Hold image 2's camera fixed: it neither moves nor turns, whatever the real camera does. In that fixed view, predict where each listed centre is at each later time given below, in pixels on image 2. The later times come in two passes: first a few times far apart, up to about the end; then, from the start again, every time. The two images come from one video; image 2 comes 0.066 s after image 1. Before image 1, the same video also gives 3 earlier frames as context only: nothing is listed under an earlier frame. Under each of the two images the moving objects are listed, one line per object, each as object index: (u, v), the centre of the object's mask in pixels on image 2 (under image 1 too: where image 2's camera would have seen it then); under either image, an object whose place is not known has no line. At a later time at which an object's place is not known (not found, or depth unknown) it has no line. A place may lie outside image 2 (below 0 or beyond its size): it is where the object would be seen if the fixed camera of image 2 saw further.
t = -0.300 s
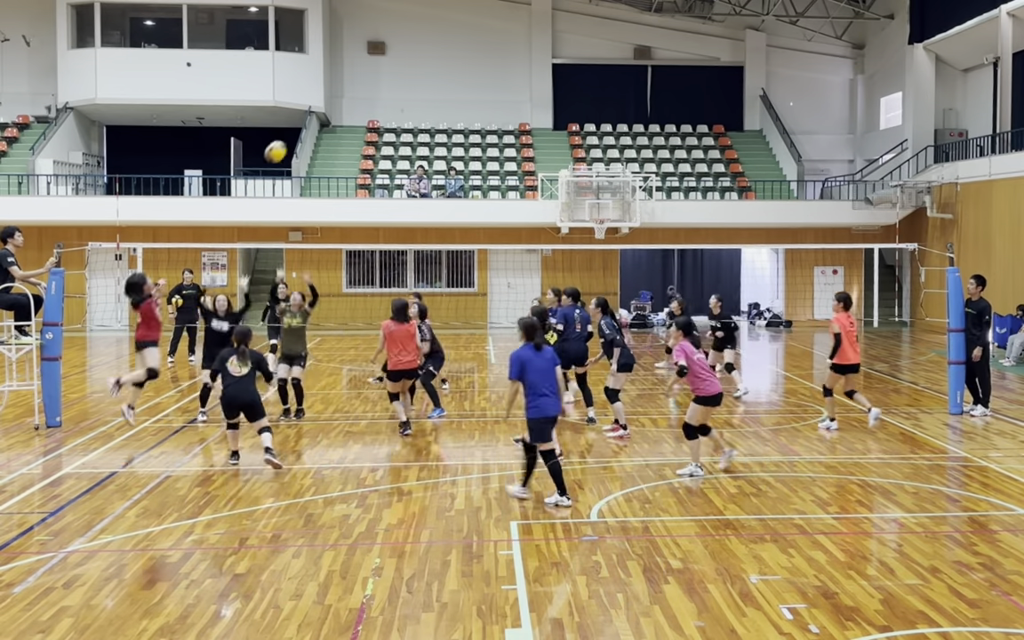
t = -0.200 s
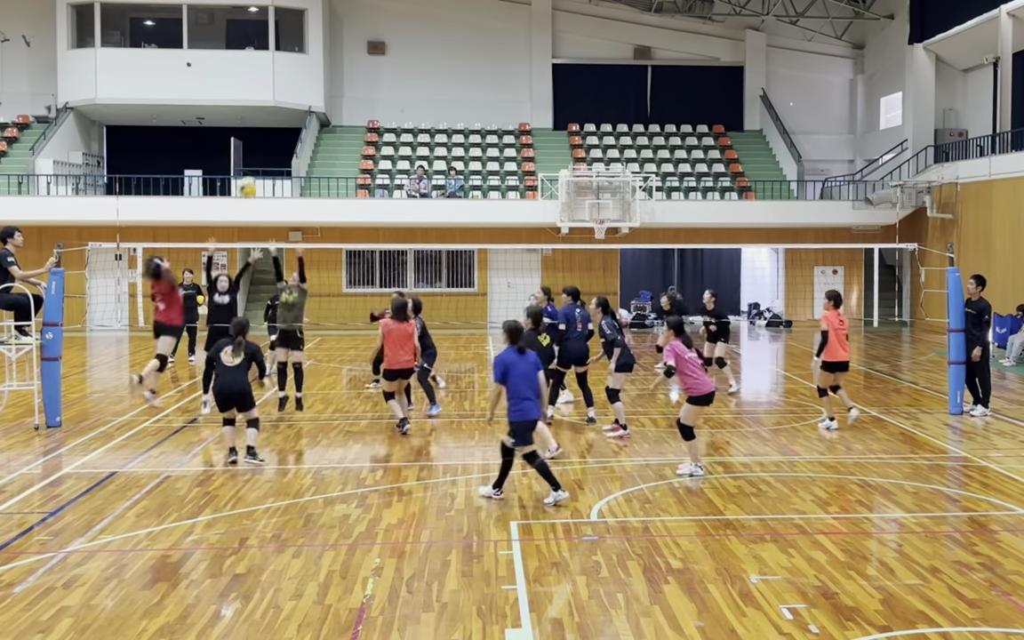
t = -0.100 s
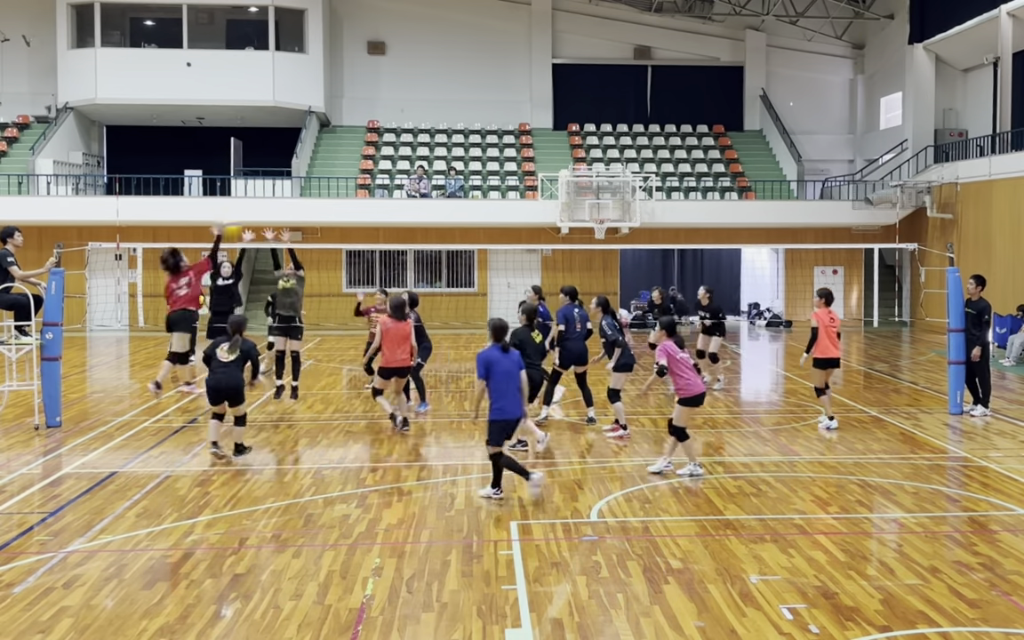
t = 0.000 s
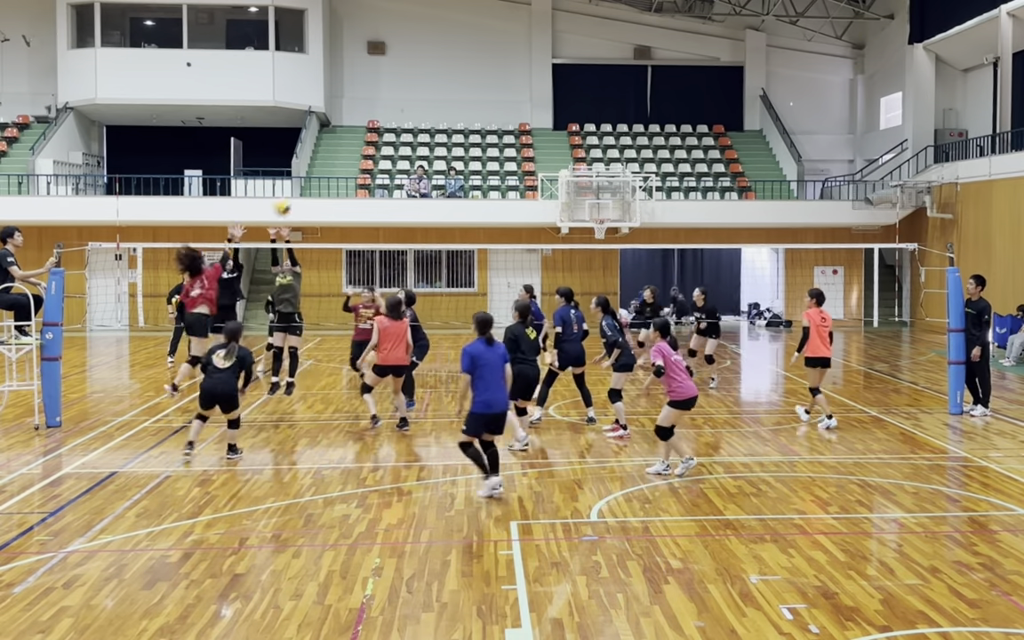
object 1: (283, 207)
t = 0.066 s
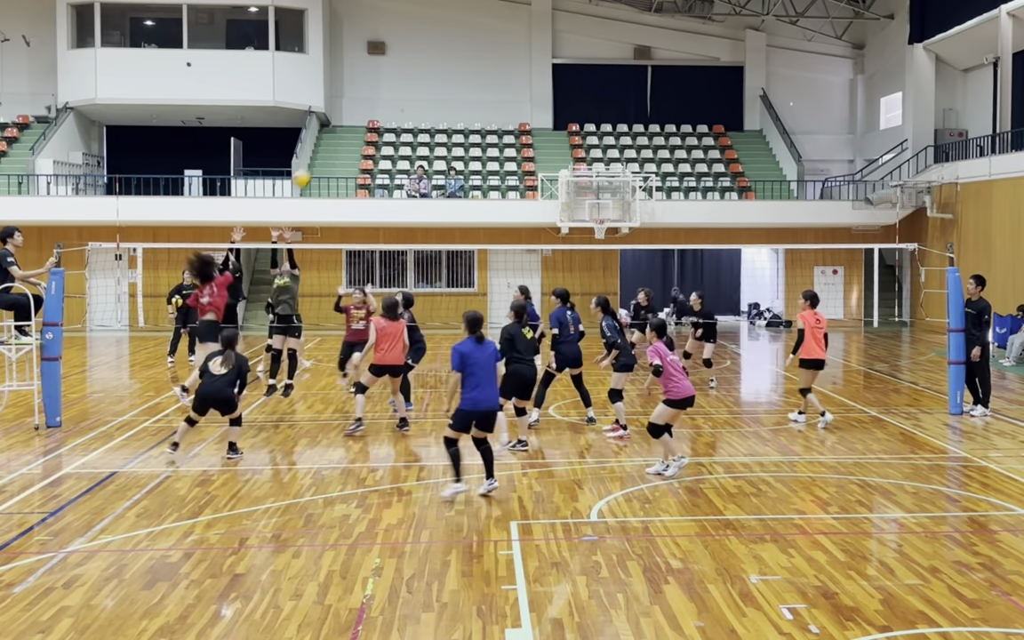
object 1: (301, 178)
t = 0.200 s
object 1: (338, 133)
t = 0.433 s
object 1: (399, 91)
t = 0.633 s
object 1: (448, 91)
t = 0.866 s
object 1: (503, 128)
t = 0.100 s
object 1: (311, 165)
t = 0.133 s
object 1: (320, 153)
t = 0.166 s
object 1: (329, 141)
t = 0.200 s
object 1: (338, 133)
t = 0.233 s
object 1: (347, 124)
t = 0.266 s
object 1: (356, 116)
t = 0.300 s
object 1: (364, 109)
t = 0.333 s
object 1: (374, 101)
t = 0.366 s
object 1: (382, 99)
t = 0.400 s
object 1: (391, 94)
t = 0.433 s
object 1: (399, 91)
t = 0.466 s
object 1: (407, 88)
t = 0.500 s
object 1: (416, 85)
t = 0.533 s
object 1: (425, 88)
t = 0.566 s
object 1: (433, 87)
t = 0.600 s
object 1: (441, 89)
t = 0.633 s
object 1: (448, 91)
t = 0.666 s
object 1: (456, 91)
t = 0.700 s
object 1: (465, 98)
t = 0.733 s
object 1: (473, 101)
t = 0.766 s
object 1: (480, 108)
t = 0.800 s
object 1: (488, 112)
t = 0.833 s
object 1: (495, 118)
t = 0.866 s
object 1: (503, 128)
